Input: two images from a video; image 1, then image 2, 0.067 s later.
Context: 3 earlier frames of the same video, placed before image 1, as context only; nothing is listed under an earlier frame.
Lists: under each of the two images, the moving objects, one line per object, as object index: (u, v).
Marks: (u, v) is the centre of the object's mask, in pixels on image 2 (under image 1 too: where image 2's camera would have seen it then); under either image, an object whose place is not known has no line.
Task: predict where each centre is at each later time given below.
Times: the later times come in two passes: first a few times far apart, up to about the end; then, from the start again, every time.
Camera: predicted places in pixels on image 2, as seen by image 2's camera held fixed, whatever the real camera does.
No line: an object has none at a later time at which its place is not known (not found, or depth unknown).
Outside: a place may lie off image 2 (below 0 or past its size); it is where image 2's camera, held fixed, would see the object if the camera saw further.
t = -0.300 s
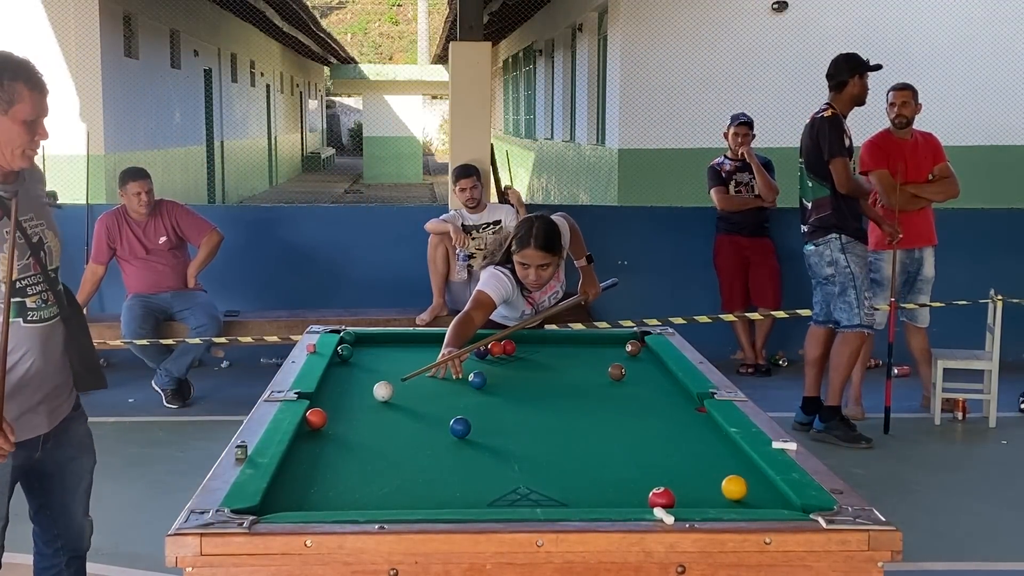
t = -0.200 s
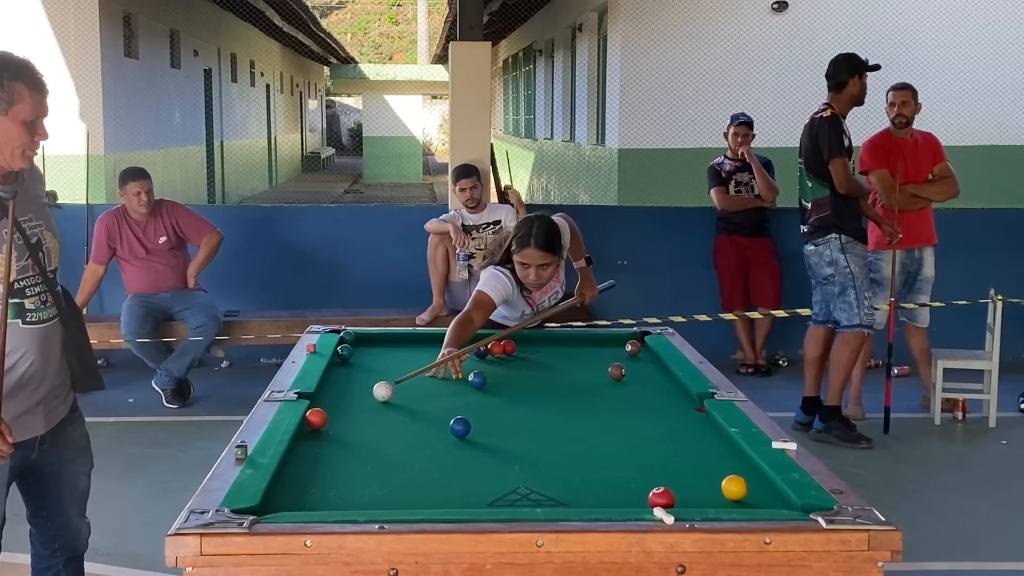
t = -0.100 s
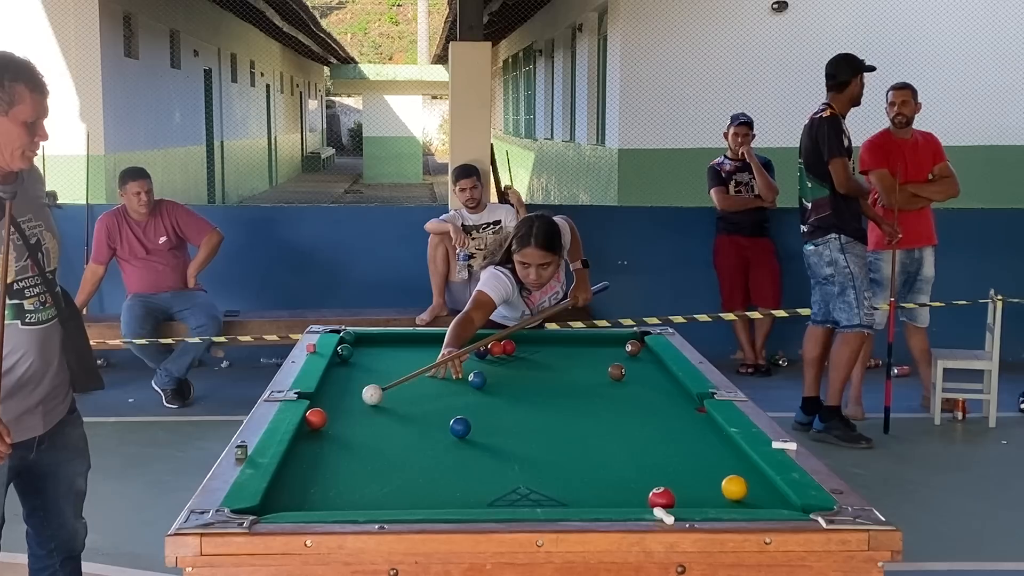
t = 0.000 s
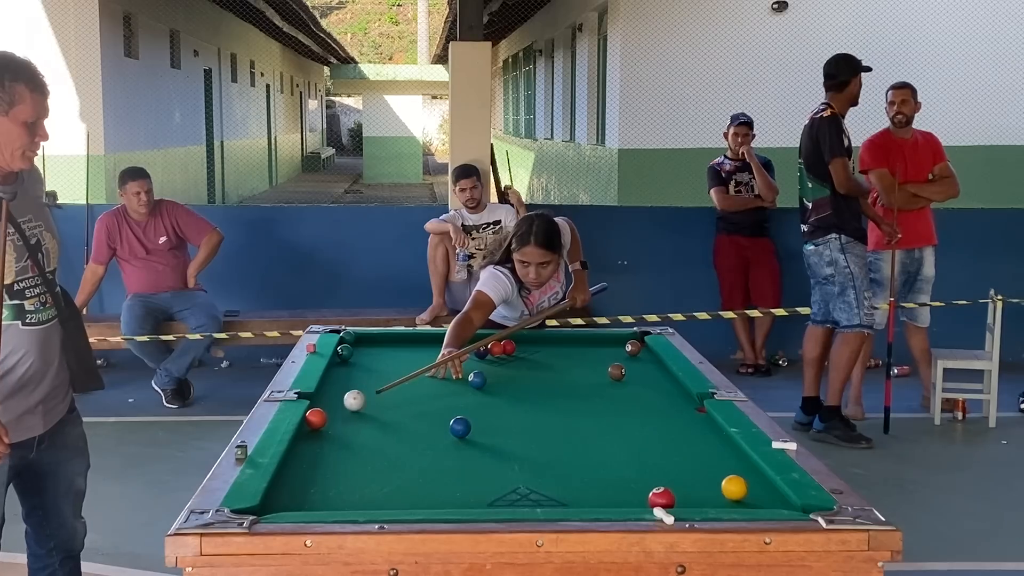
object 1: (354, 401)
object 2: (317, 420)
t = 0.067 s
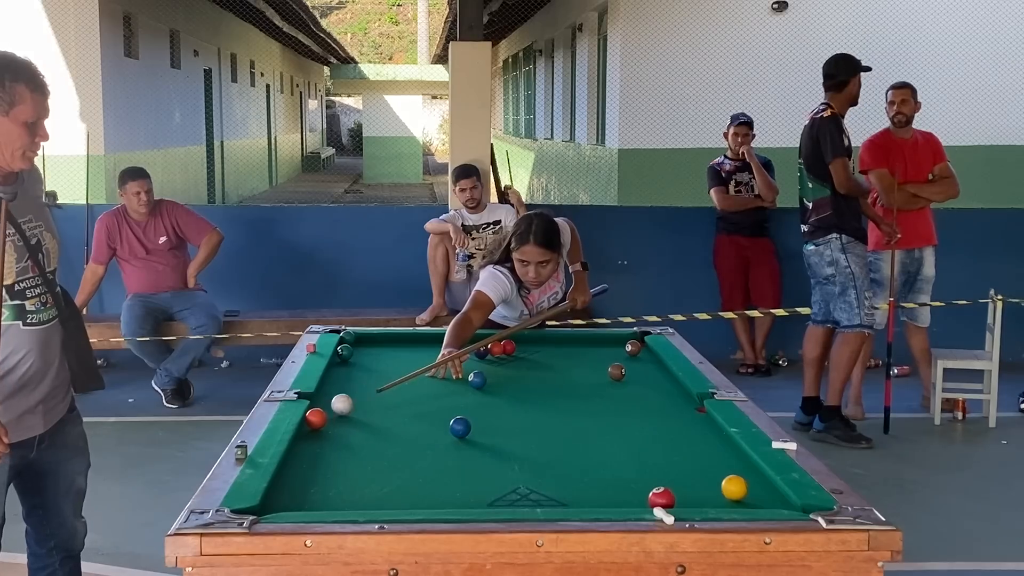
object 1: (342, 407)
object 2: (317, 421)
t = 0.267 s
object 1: (325, 411)
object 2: (316, 423)
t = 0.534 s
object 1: (341, 418)
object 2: (311, 433)
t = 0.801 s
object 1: (358, 422)
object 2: (307, 441)
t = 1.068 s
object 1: (373, 426)
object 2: (302, 449)
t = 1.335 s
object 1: (387, 428)
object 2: (299, 456)
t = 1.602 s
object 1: (399, 431)
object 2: (297, 462)
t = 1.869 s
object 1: (408, 433)
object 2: (293, 469)
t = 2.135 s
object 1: (415, 434)
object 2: (290, 475)
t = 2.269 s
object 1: (417, 435)
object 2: (289, 478)
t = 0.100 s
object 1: (336, 409)
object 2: (317, 421)
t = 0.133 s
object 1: (330, 408)
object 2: (317, 420)
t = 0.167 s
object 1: (325, 409)
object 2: (317, 421)
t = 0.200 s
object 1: (317, 407)
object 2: (316, 421)
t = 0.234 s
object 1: (321, 409)
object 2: (316, 422)
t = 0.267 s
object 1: (325, 411)
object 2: (316, 423)
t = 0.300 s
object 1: (327, 412)
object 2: (316, 425)
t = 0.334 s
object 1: (329, 414)
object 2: (316, 426)
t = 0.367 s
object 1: (330, 415)
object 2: (314, 425)
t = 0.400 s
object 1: (332, 416)
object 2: (314, 426)
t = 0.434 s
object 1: (334, 416)
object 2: (313, 427)
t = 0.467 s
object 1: (336, 417)
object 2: (312, 429)
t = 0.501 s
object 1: (339, 417)
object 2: (312, 430)
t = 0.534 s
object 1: (341, 418)
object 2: (311, 433)
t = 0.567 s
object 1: (343, 418)
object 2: (311, 432)
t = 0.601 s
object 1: (345, 419)
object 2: (310, 434)
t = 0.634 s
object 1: (347, 419)
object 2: (310, 434)
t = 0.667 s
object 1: (350, 420)
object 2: (309, 435)
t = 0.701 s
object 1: (352, 420)
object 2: (308, 436)
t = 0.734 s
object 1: (354, 421)
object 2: (308, 438)
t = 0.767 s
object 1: (356, 421)
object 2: (307, 440)
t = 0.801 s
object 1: (358, 422)
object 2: (307, 441)
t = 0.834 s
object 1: (360, 423)
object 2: (306, 441)
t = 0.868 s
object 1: (362, 423)
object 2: (307, 442)
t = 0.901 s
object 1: (364, 423)
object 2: (306, 442)
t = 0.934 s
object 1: (366, 424)
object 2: (304, 444)
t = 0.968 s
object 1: (368, 424)
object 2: (304, 445)
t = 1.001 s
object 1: (370, 425)
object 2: (303, 446)
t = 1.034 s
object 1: (371, 425)
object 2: (303, 447)
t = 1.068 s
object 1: (373, 426)
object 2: (302, 449)
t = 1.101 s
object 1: (375, 426)
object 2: (302, 451)
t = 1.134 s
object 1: (377, 426)
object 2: (302, 450)
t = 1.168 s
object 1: (379, 427)
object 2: (301, 451)
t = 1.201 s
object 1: (381, 427)
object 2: (301, 452)
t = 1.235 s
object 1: (382, 427)
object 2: (301, 452)
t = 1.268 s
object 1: (384, 428)
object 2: (300, 454)
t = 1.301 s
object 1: (385, 428)
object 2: (300, 455)
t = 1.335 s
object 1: (387, 428)
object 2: (299, 456)
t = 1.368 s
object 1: (388, 429)
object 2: (299, 458)
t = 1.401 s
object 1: (390, 429)
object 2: (299, 459)
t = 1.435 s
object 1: (392, 429)
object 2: (298, 459)
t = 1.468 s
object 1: (393, 430)
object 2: (298, 460)
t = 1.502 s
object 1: (394, 430)
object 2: (299, 460)
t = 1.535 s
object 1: (396, 430)
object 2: (298, 460)
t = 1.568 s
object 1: (397, 431)
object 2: (297, 461)
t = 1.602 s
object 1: (399, 431)
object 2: (297, 462)
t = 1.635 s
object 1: (400, 431)
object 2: (296, 464)
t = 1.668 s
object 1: (401, 431)
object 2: (295, 465)
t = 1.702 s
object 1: (402, 432)
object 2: (295, 466)
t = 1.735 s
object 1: (403, 432)
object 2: (295, 467)
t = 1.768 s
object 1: (405, 432)
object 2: (295, 469)
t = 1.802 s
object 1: (406, 432)
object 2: (294, 470)
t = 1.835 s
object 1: (407, 432)
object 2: (294, 469)
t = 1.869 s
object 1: (408, 433)
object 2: (293, 469)
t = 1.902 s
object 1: (409, 433)
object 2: (293, 470)
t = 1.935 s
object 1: (410, 433)
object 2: (293, 471)
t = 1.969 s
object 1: (411, 433)
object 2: (293, 471)
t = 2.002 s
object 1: (412, 433)
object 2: (292, 472)
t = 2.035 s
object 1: (412, 434)
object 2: (291, 473)
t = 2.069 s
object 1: (413, 434)
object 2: (291, 474)
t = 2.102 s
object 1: (414, 434)
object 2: (290, 474)
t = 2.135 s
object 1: (415, 434)
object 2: (290, 475)
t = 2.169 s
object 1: (415, 434)
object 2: (289, 476)
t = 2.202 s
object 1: (416, 434)
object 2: (289, 476)
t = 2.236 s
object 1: (417, 435)
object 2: (289, 477)
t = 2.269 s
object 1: (417, 435)
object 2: (289, 478)
